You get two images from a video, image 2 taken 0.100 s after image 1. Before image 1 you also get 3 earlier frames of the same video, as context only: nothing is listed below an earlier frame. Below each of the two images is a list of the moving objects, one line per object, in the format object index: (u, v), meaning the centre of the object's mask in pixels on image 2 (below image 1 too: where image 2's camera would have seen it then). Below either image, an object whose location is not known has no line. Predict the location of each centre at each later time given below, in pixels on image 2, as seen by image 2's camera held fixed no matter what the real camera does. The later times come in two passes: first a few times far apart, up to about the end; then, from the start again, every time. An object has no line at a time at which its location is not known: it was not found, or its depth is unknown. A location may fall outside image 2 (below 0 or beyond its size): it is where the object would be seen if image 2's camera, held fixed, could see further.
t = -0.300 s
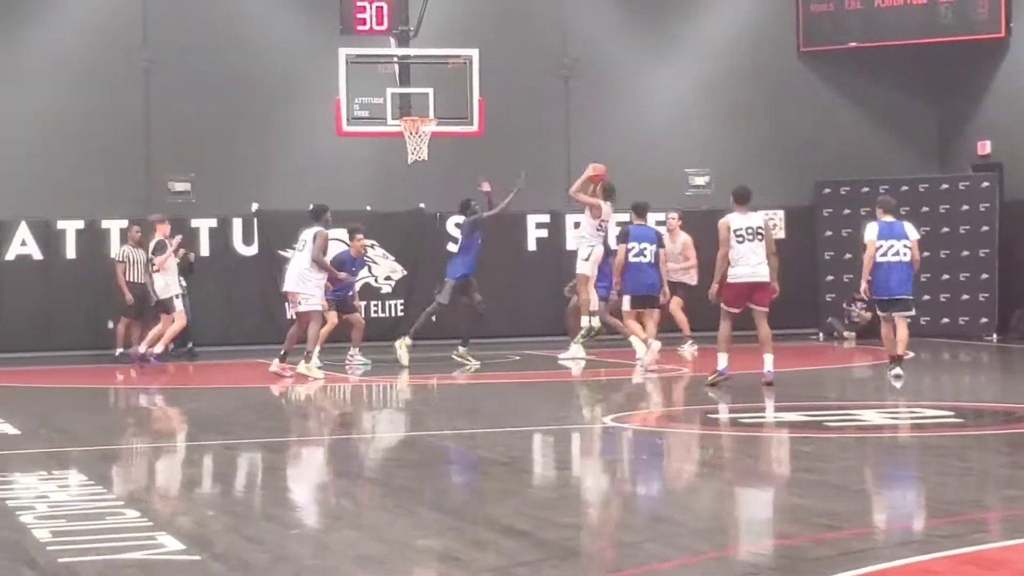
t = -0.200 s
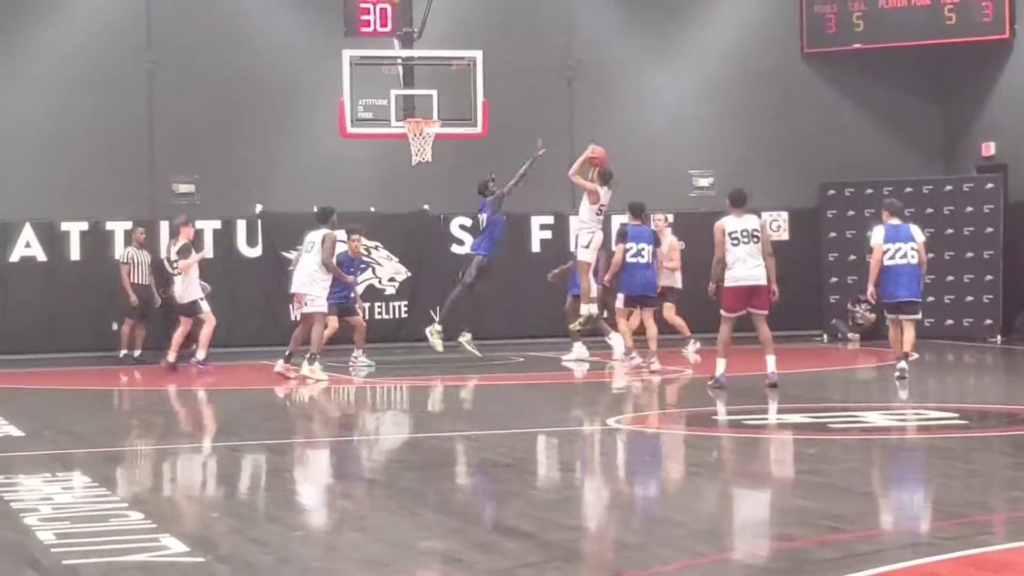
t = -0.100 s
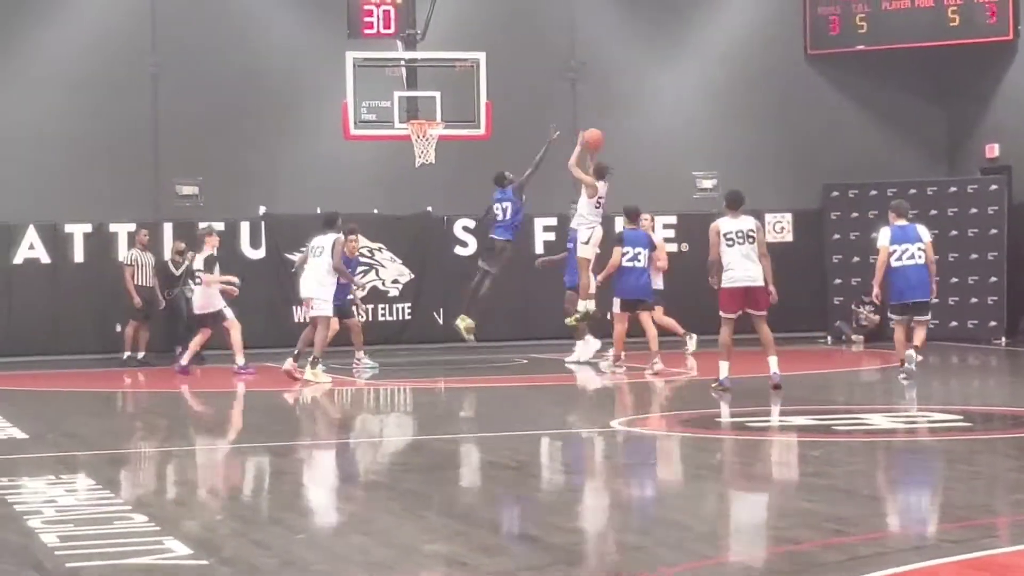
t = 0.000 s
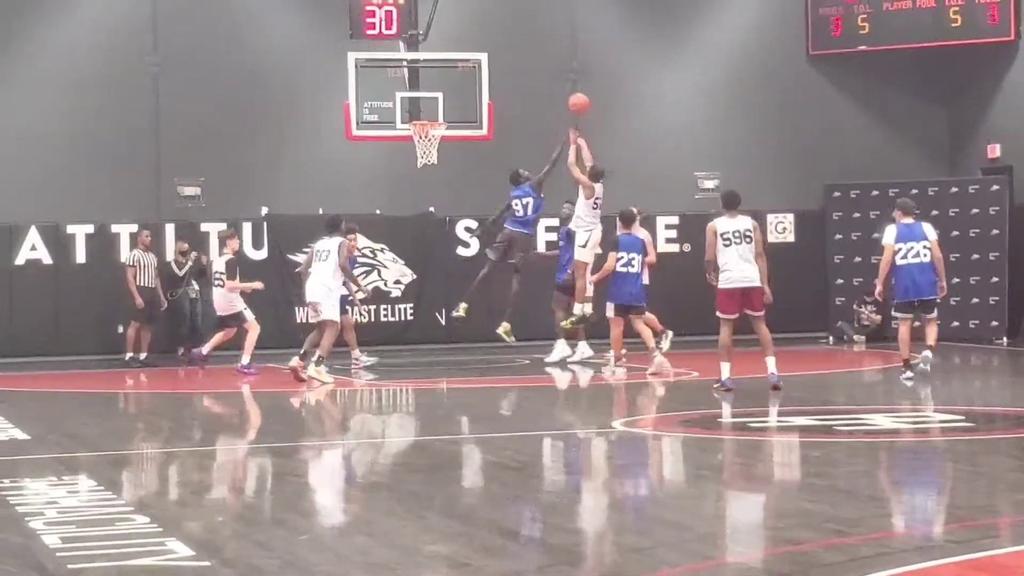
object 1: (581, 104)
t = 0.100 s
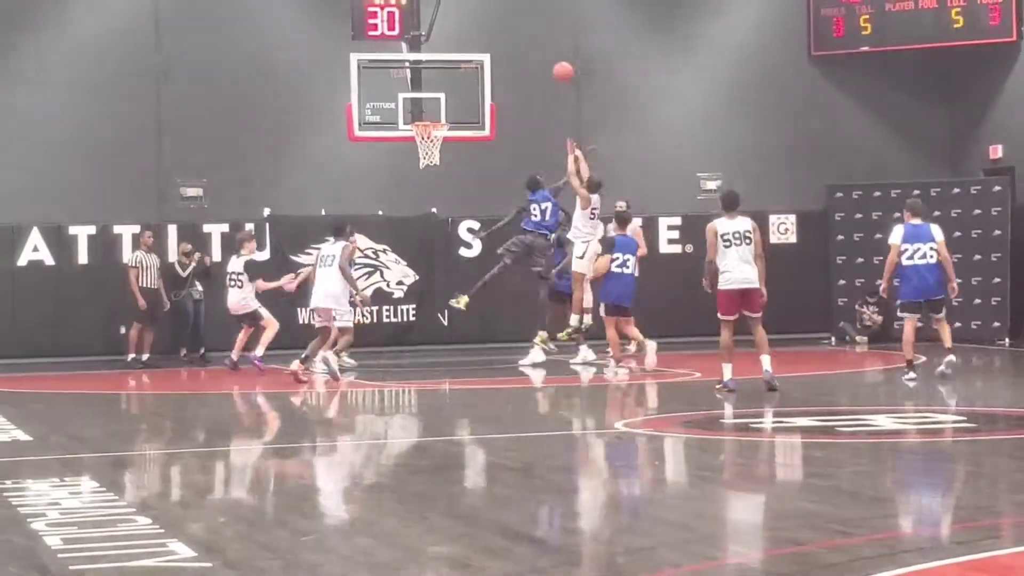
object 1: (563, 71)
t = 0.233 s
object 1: (540, 41)
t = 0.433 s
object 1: (508, 25)
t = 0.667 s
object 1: (472, 47)
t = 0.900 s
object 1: (439, 108)
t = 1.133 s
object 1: (419, 165)
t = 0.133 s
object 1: (557, 62)
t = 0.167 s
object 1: (551, 54)
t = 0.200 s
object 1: (545, 48)
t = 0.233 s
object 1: (540, 41)
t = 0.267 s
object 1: (535, 37)
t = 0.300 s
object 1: (529, 33)
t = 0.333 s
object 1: (524, 30)
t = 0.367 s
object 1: (519, 28)
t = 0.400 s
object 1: (513, 26)
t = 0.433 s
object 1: (508, 25)
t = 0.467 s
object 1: (504, 26)
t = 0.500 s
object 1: (498, 27)
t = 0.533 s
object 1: (493, 29)
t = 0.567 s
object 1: (488, 32)
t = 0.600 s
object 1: (482, 36)
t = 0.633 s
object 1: (477, 40)
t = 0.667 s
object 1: (472, 47)
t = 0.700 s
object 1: (468, 53)
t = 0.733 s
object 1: (464, 59)
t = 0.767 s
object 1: (458, 68)
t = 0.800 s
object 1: (453, 76)
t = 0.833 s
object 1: (448, 85)
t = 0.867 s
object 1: (444, 96)
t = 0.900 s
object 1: (439, 108)
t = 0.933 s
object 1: (434, 117)
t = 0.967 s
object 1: (428, 132)
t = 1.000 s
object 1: (426, 139)
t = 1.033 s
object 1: (428, 153)
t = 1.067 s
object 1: (424, 154)
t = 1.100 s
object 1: (421, 159)
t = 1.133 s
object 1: (419, 165)
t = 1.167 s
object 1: (417, 172)
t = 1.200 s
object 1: (415, 181)
